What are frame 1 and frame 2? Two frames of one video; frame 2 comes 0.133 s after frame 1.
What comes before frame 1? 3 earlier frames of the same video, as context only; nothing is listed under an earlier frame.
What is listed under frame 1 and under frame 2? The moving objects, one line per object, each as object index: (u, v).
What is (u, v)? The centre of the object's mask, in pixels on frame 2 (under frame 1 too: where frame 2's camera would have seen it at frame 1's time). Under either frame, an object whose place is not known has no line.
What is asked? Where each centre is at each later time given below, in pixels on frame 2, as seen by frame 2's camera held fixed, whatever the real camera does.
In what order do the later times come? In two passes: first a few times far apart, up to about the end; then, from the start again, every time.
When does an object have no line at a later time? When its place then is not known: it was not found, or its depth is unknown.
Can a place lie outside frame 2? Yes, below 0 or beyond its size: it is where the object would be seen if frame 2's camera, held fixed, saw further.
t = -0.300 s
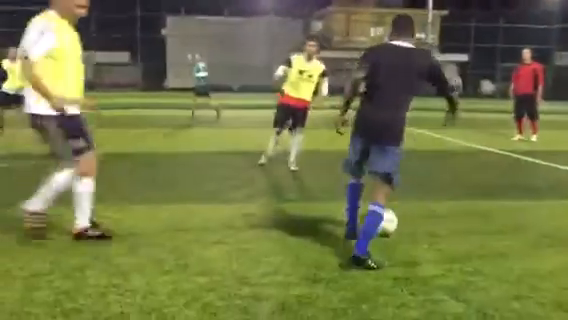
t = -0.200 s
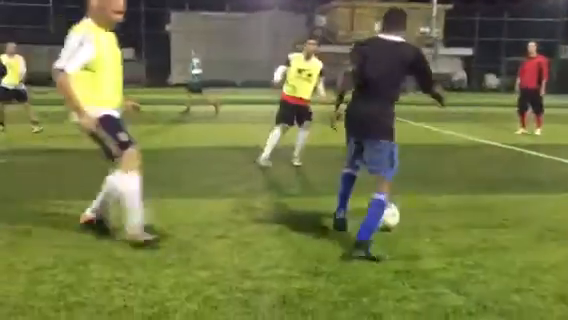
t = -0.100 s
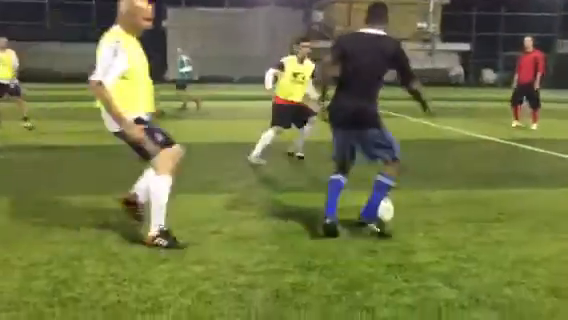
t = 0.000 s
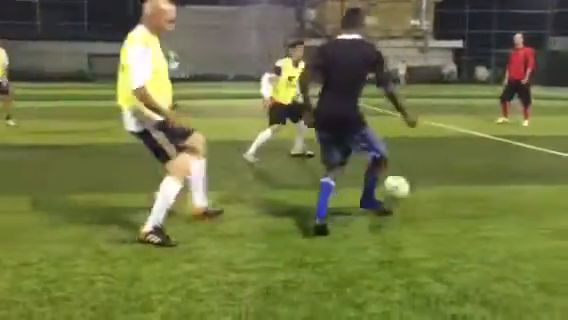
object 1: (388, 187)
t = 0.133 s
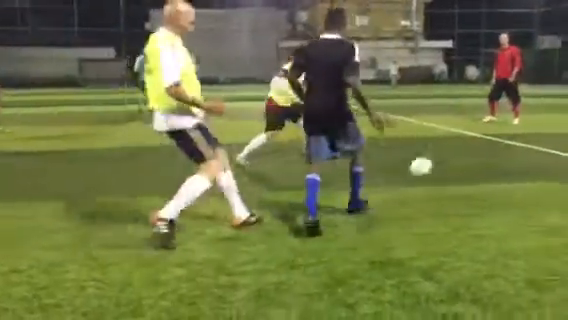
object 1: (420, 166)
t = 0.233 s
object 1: (438, 155)
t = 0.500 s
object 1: (466, 136)
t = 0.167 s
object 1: (427, 161)
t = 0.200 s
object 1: (433, 157)
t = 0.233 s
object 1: (438, 155)
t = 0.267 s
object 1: (443, 152)
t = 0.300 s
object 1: (447, 149)
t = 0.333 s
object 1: (451, 145)
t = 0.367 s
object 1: (455, 144)
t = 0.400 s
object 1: (458, 142)
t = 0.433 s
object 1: (461, 139)
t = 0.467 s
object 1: (464, 138)
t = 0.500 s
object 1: (466, 136)
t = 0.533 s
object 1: (468, 135)
